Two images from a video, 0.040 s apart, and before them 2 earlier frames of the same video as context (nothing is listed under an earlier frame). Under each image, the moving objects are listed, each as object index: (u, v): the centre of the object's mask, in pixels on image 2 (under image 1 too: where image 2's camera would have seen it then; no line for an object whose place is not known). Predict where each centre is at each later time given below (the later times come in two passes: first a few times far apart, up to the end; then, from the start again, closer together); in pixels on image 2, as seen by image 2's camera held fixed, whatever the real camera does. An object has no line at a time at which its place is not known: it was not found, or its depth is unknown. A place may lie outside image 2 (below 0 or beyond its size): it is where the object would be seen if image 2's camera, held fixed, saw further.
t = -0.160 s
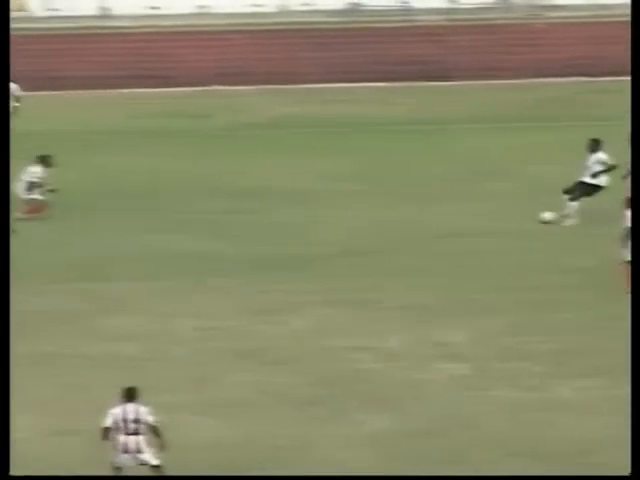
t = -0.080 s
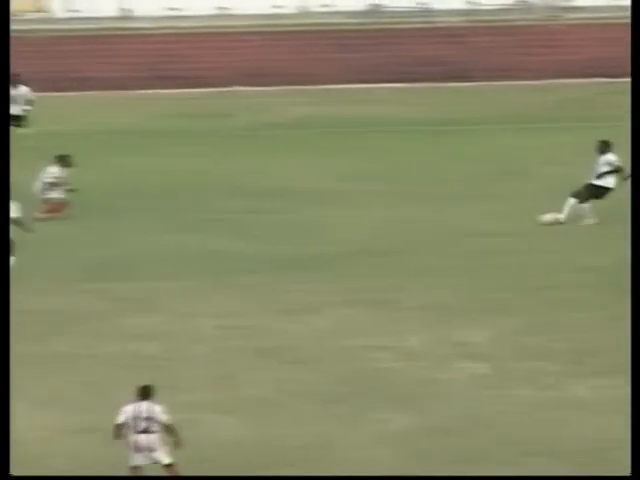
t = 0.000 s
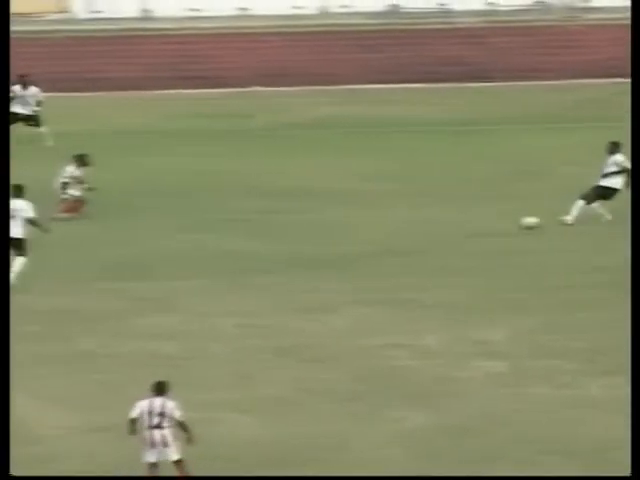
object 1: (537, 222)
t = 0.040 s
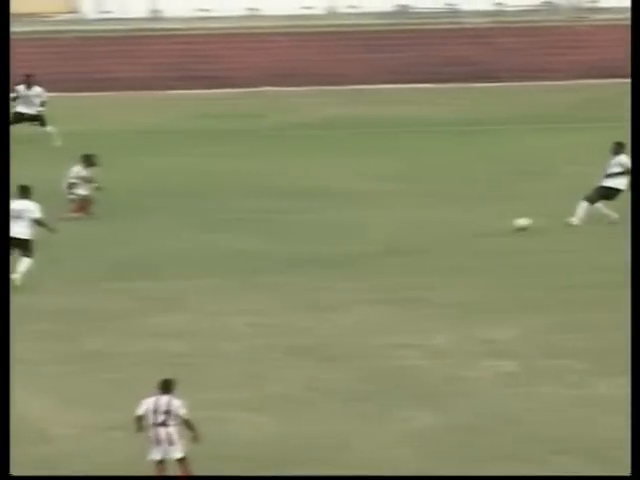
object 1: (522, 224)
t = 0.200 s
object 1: (454, 232)
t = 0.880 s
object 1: (217, 261)
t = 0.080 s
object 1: (502, 226)
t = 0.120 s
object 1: (485, 228)
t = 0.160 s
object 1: (470, 230)
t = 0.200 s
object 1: (454, 232)
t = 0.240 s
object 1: (438, 234)
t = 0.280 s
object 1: (426, 235)
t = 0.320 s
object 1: (410, 237)
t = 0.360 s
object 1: (393, 239)
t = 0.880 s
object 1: (217, 261)
